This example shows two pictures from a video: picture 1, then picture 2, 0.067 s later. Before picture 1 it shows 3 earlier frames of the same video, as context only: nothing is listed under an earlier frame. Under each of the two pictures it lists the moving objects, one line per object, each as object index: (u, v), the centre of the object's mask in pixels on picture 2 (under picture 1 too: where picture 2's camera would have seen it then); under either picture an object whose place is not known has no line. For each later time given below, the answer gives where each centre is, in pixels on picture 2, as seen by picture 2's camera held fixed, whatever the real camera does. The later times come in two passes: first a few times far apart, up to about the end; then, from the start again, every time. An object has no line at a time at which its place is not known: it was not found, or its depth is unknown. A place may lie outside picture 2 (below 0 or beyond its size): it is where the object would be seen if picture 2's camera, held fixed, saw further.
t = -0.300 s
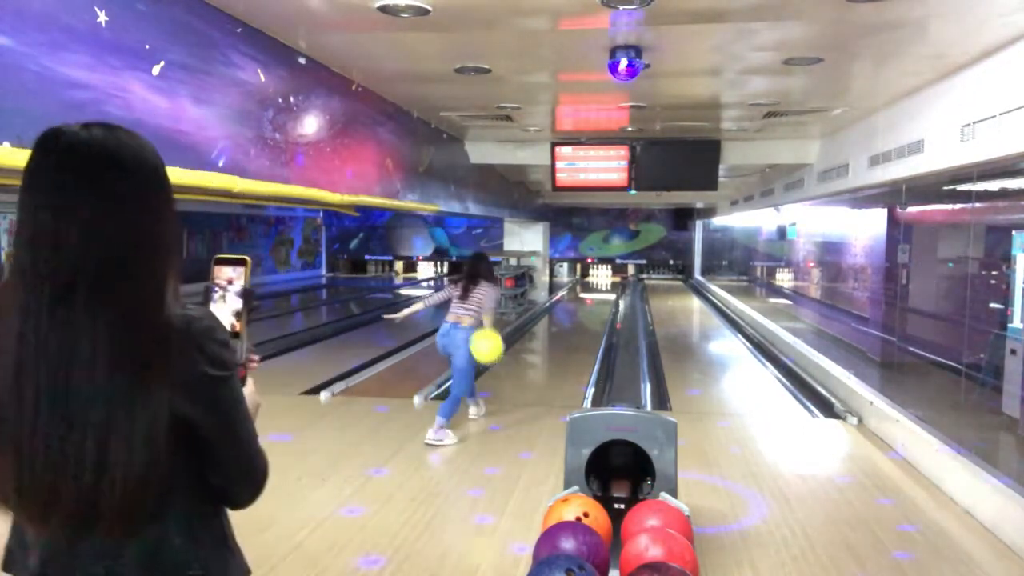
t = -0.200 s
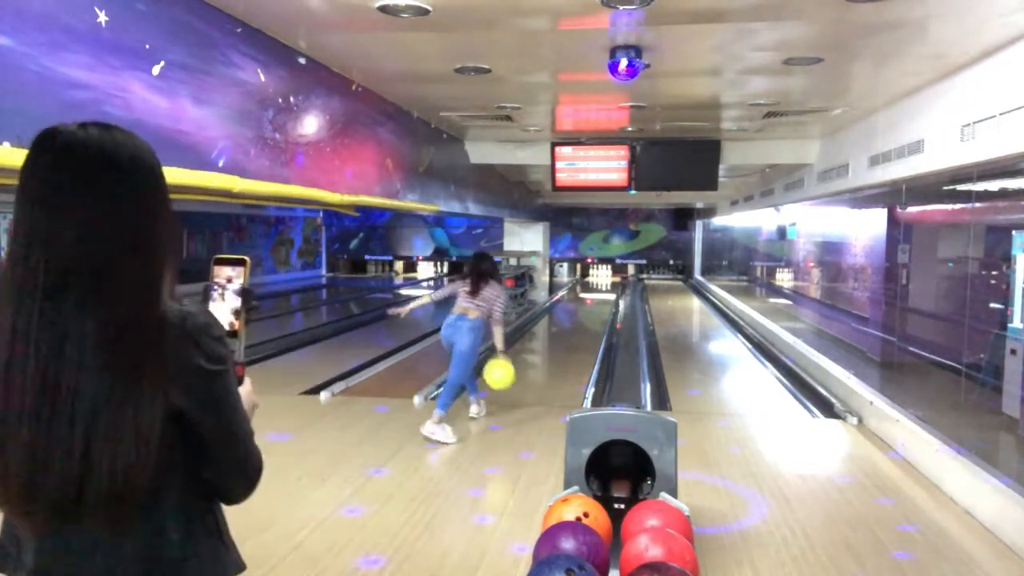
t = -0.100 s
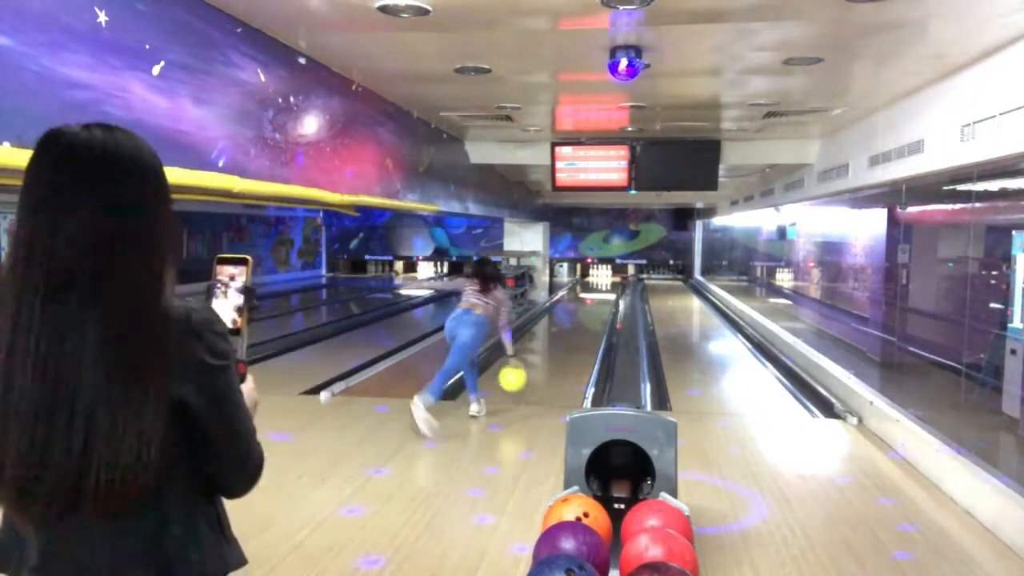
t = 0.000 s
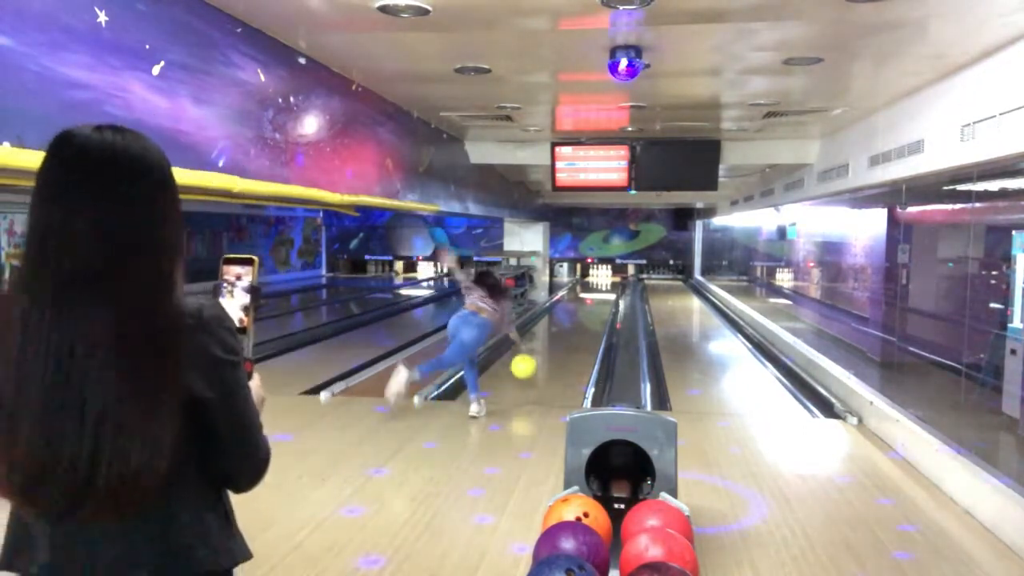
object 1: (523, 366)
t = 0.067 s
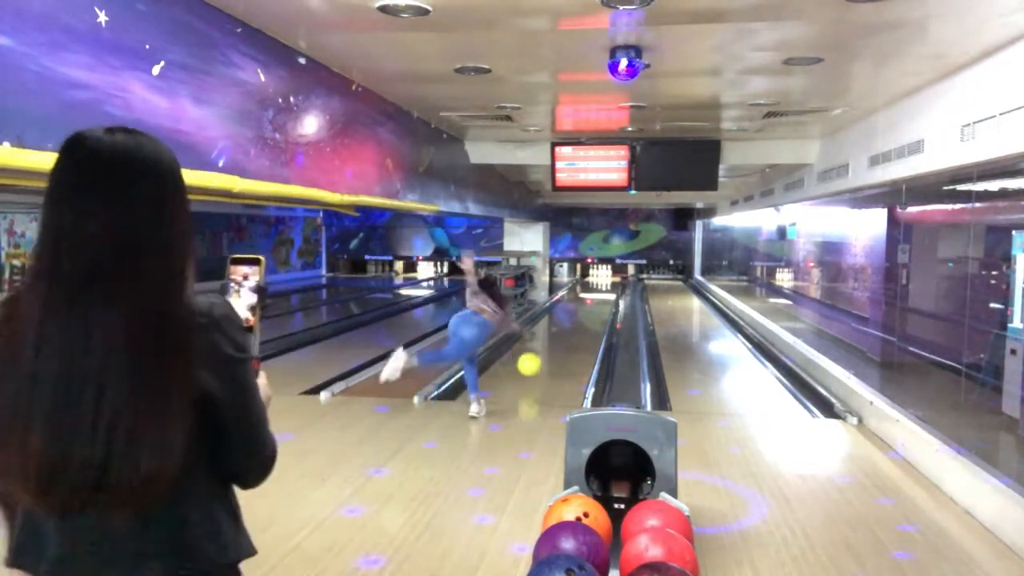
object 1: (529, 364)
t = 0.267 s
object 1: (543, 353)
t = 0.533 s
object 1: (556, 334)
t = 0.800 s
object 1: (565, 320)
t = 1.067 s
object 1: (571, 310)
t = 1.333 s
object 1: (576, 303)
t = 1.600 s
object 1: (578, 298)
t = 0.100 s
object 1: (531, 364)
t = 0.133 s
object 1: (534, 366)
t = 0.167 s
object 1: (537, 362)
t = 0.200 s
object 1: (539, 358)
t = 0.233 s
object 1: (541, 356)
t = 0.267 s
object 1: (543, 353)
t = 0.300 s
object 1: (545, 350)
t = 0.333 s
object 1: (547, 348)
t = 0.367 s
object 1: (548, 345)
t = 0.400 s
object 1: (550, 343)
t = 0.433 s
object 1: (552, 340)
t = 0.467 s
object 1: (553, 338)
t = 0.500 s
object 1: (554, 336)
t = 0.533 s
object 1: (556, 334)
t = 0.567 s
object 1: (557, 331)
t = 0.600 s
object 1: (558, 330)
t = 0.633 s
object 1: (560, 328)
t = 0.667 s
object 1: (561, 326)
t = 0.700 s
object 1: (562, 325)
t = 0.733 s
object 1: (563, 323)
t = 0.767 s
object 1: (564, 322)
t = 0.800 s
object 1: (565, 320)
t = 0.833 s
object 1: (566, 319)
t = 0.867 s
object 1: (567, 317)
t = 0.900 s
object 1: (568, 316)
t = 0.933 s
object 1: (568, 315)
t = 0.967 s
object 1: (569, 314)
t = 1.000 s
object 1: (570, 312)
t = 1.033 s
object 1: (570, 311)
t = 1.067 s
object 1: (571, 310)
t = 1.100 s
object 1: (572, 309)
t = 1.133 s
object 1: (573, 307)
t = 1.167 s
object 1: (573, 307)
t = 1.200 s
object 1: (574, 306)
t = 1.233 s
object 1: (575, 305)
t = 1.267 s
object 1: (575, 304)
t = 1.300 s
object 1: (576, 303)
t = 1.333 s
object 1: (576, 303)
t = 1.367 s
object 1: (576, 302)
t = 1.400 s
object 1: (577, 301)
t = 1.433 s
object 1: (577, 300)
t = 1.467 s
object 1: (577, 300)
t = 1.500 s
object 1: (577, 299)
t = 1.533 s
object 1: (578, 299)
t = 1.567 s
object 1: (578, 299)
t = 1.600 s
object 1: (578, 298)
